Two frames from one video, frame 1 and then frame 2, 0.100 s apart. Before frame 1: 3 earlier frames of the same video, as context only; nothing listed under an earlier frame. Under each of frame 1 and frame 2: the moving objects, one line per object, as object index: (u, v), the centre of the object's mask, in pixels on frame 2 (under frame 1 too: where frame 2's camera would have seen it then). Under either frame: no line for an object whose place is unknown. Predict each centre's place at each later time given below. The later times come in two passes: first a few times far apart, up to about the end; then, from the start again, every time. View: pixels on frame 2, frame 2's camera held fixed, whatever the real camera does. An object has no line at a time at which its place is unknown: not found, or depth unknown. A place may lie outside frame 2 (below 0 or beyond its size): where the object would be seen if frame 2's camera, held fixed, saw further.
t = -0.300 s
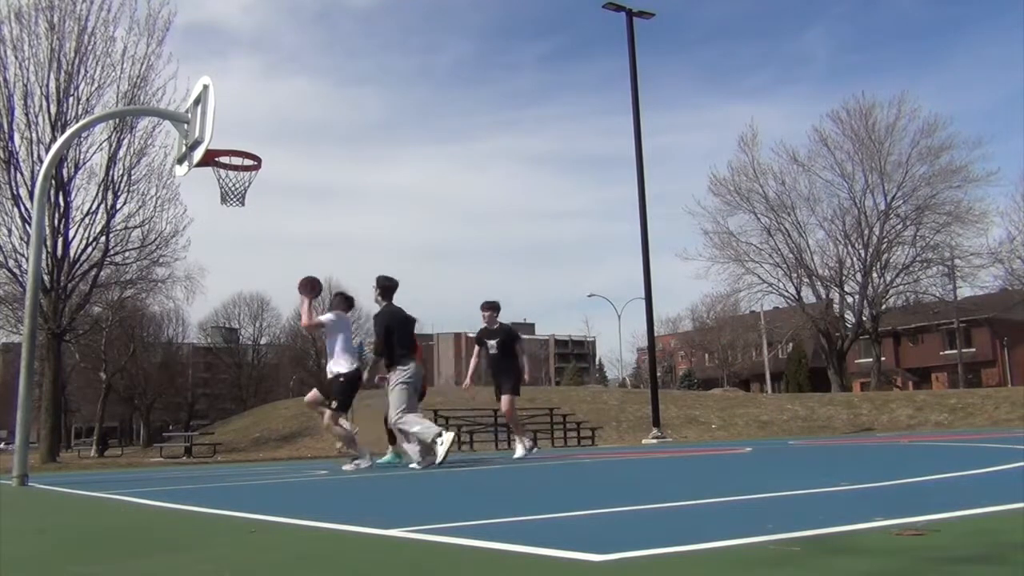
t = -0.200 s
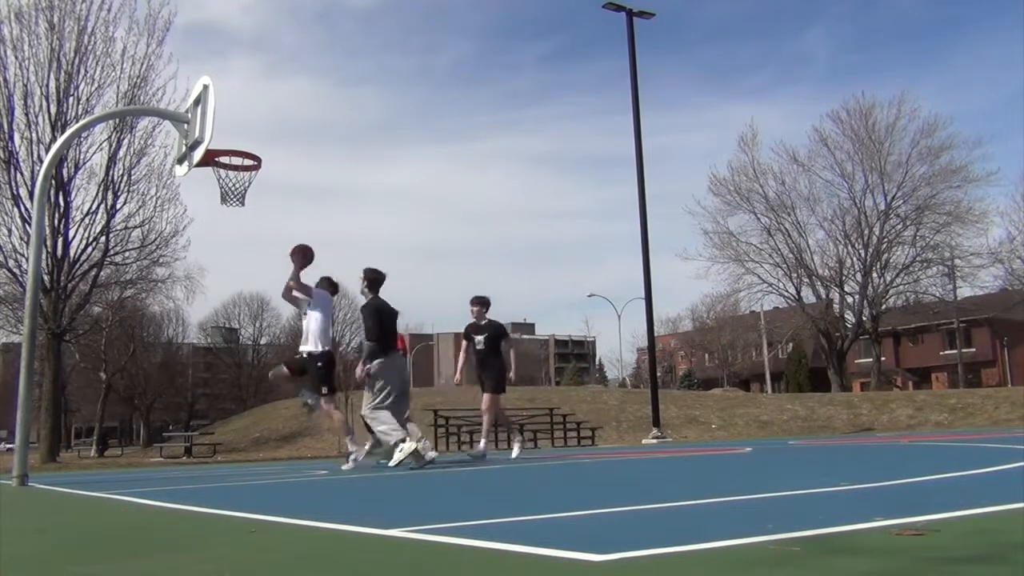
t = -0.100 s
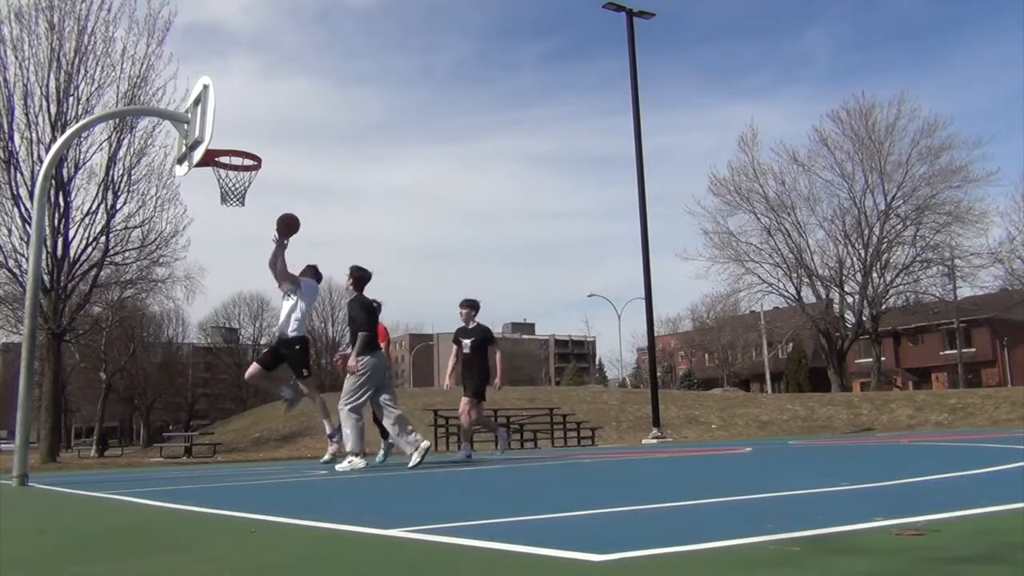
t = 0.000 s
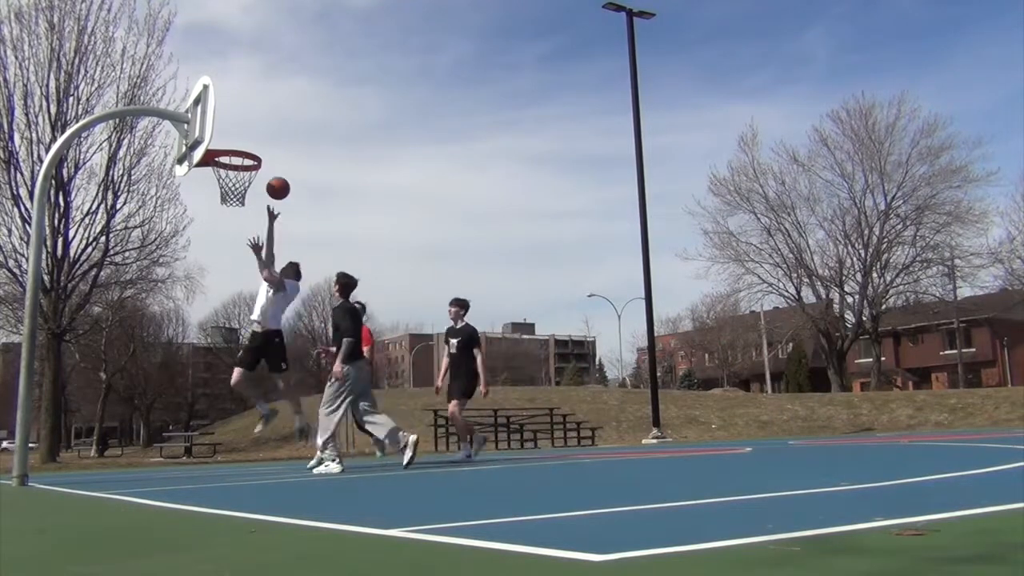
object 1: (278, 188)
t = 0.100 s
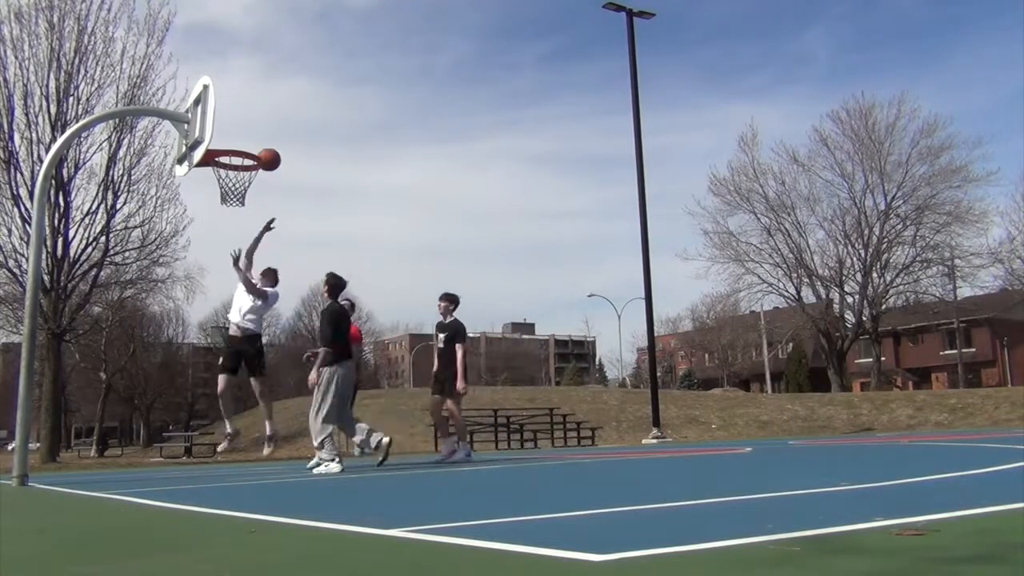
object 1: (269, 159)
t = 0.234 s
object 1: (256, 135)
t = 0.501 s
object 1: (228, 137)
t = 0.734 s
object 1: (244, 158)
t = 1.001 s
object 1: (219, 180)
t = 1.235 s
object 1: (234, 198)
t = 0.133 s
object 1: (266, 151)
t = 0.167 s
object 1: (262, 145)
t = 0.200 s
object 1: (259, 140)
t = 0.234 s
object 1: (256, 135)
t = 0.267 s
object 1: (252, 132)
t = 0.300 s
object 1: (249, 130)
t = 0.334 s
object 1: (245, 128)
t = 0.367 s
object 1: (242, 128)
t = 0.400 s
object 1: (239, 129)
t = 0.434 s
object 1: (235, 130)
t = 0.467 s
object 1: (232, 133)
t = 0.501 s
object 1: (228, 137)
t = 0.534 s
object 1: (225, 141)
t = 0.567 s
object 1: (222, 148)
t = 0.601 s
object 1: (227, 149)
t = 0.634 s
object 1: (232, 151)
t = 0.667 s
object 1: (239, 154)
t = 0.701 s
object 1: (245, 157)
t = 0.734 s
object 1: (244, 158)
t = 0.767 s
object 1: (240, 162)
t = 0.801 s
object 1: (234, 166)
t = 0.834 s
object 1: (229, 169)
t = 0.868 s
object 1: (223, 175)
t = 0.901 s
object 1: (219, 179)
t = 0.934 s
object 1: (218, 179)
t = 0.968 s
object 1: (217, 179)
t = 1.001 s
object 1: (219, 180)
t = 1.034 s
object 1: (219, 180)
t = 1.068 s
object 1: (220, 182)
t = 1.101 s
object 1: (221, 185)
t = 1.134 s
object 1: (223, 188)
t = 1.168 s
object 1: (226, 191)
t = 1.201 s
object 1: (230, 194)
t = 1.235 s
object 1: (234, 198)
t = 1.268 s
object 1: (238, 201)
